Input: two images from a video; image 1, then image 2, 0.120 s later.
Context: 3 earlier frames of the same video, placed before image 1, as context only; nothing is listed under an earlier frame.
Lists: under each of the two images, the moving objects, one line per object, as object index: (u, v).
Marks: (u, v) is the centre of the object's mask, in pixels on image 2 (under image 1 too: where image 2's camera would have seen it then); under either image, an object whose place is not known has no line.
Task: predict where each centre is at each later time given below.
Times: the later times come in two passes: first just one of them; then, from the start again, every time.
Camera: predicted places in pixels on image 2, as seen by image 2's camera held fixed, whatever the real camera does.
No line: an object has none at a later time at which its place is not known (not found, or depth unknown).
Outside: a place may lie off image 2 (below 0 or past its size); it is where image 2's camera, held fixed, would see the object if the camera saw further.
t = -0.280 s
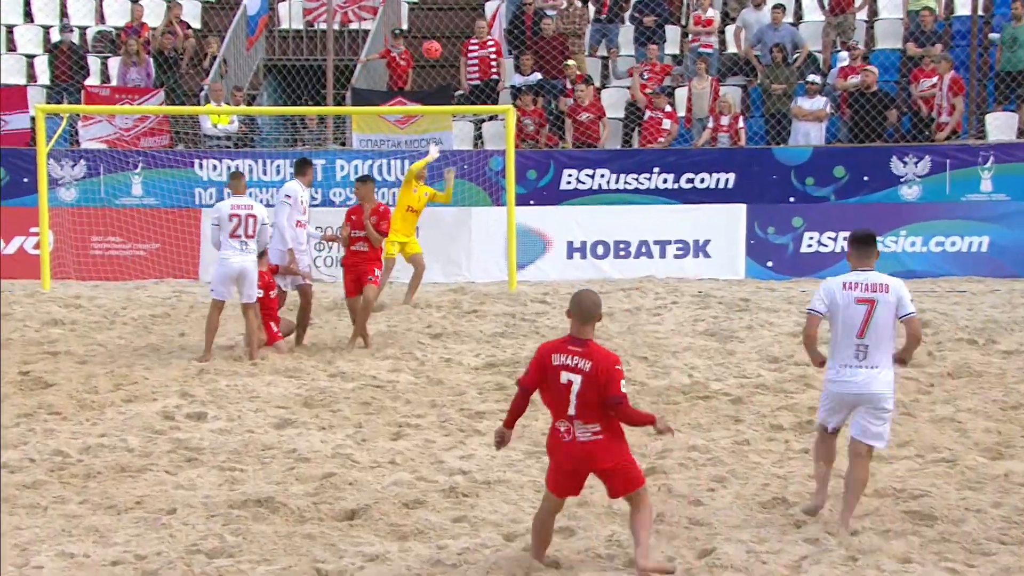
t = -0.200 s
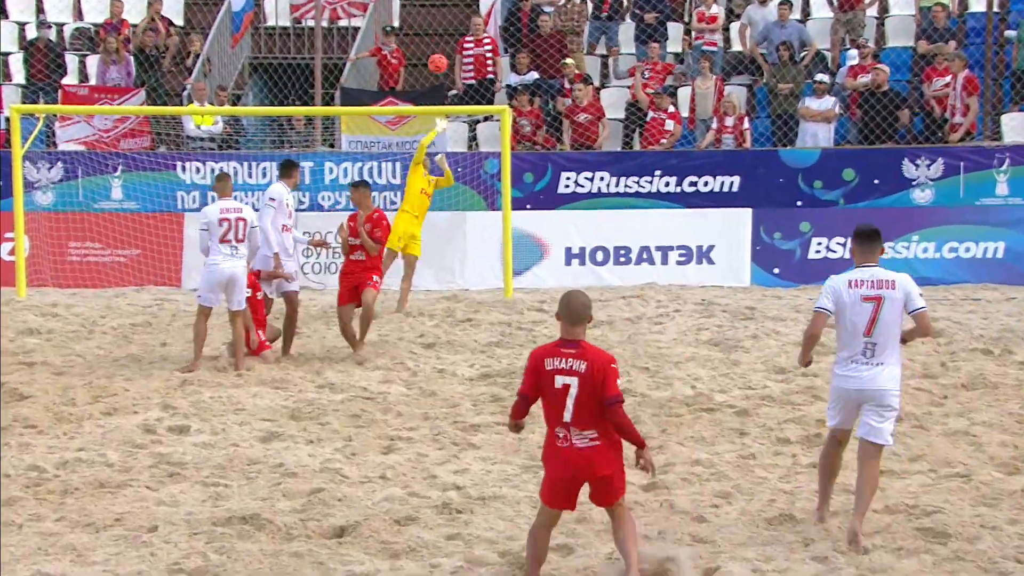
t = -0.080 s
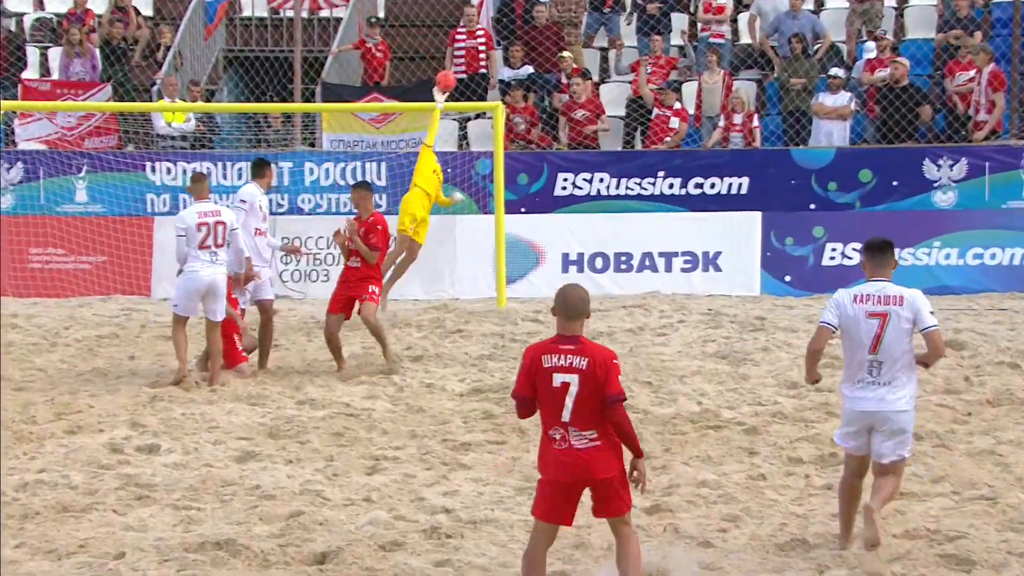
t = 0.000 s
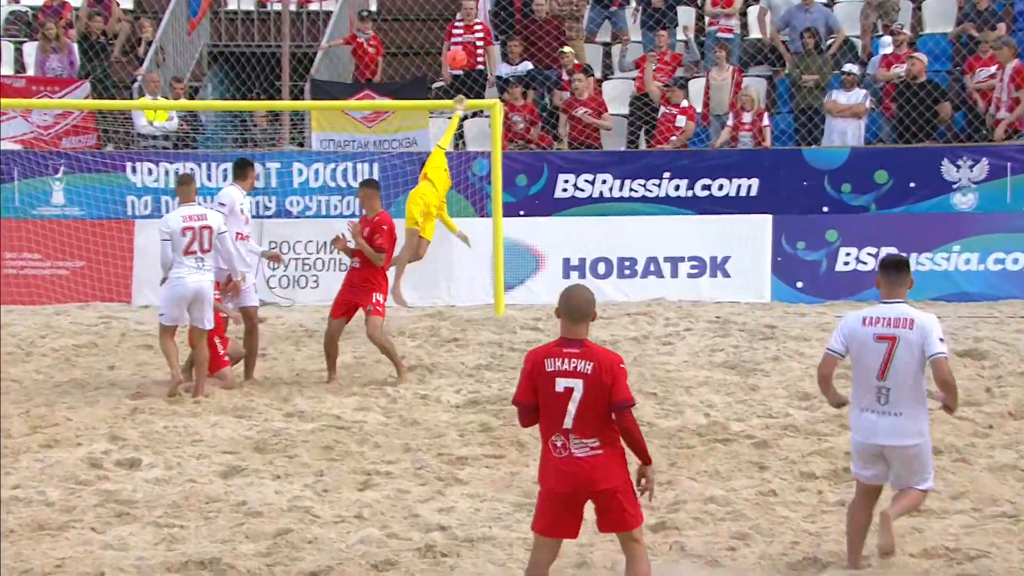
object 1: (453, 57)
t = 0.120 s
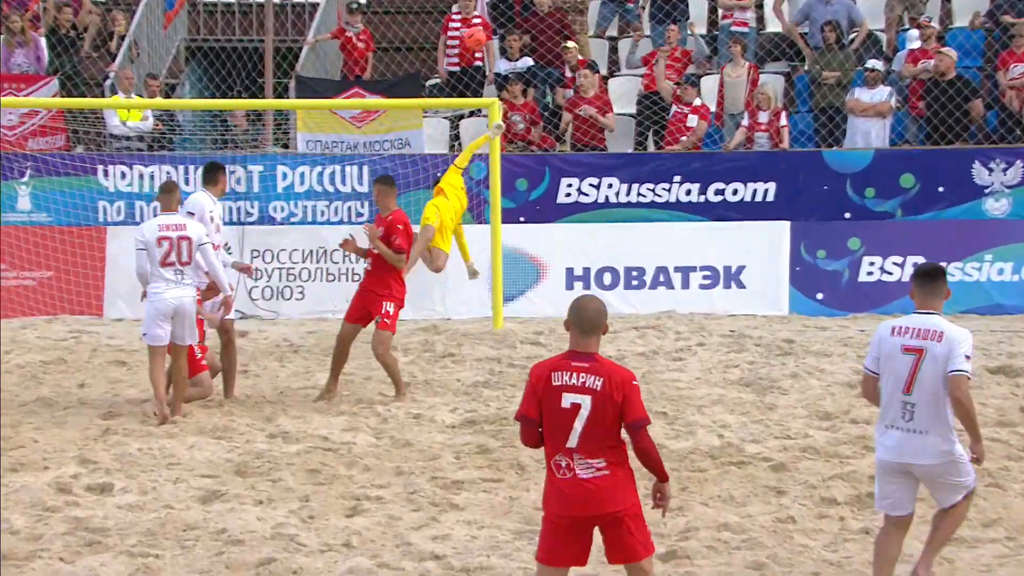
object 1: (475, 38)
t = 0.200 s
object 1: (489, 32)
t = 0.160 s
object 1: (481, 35)
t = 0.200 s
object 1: (489, 32)
